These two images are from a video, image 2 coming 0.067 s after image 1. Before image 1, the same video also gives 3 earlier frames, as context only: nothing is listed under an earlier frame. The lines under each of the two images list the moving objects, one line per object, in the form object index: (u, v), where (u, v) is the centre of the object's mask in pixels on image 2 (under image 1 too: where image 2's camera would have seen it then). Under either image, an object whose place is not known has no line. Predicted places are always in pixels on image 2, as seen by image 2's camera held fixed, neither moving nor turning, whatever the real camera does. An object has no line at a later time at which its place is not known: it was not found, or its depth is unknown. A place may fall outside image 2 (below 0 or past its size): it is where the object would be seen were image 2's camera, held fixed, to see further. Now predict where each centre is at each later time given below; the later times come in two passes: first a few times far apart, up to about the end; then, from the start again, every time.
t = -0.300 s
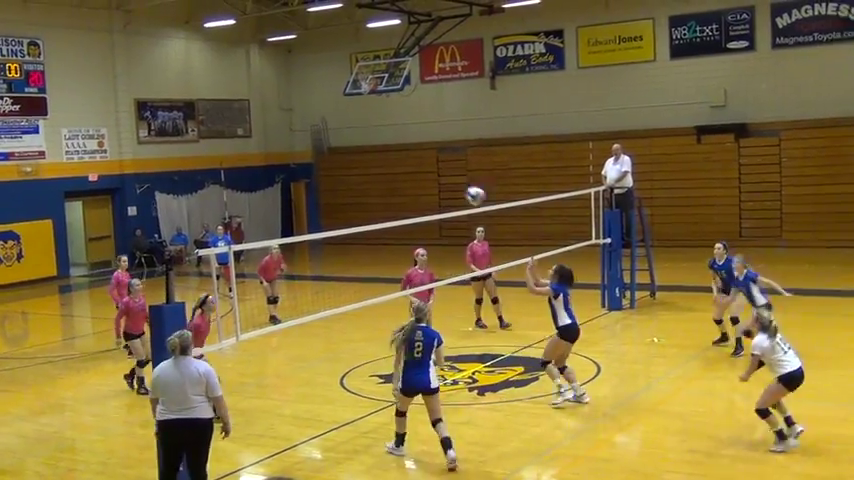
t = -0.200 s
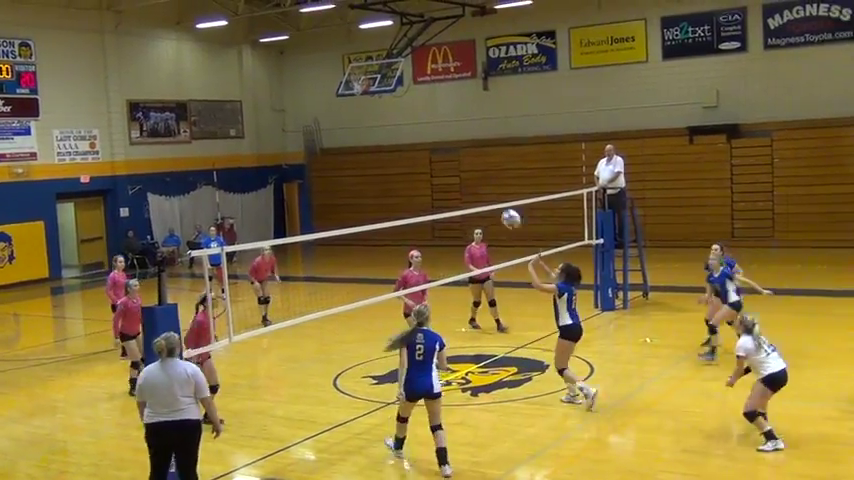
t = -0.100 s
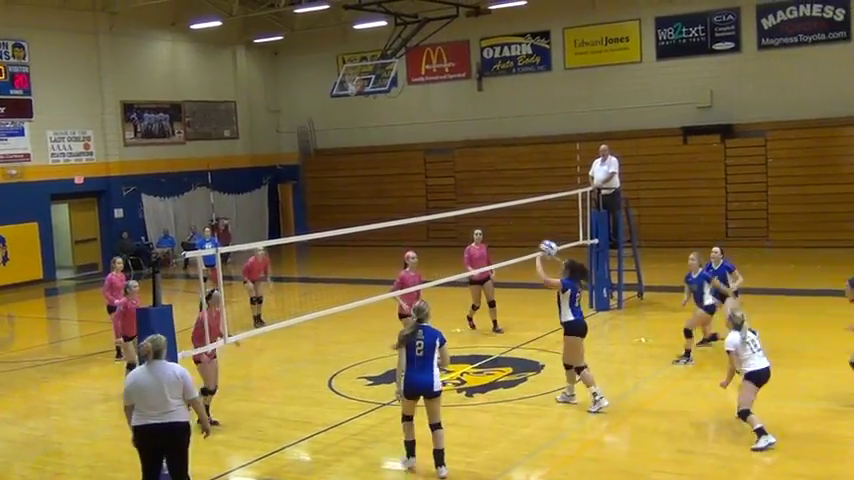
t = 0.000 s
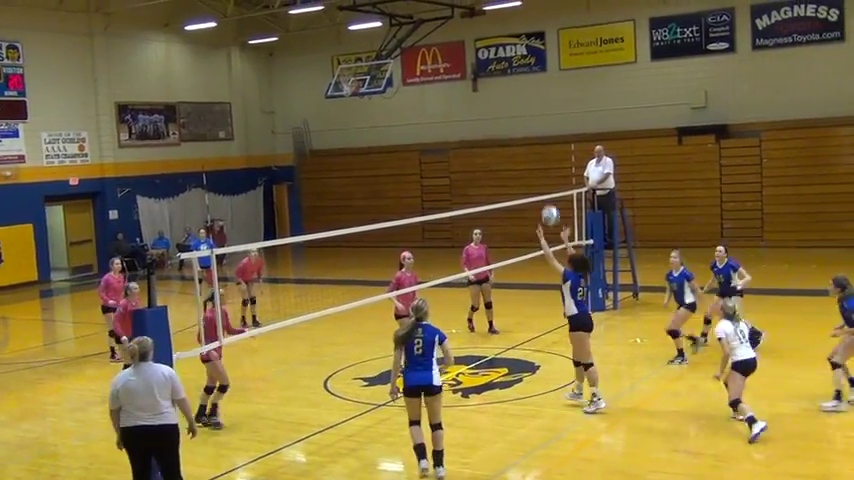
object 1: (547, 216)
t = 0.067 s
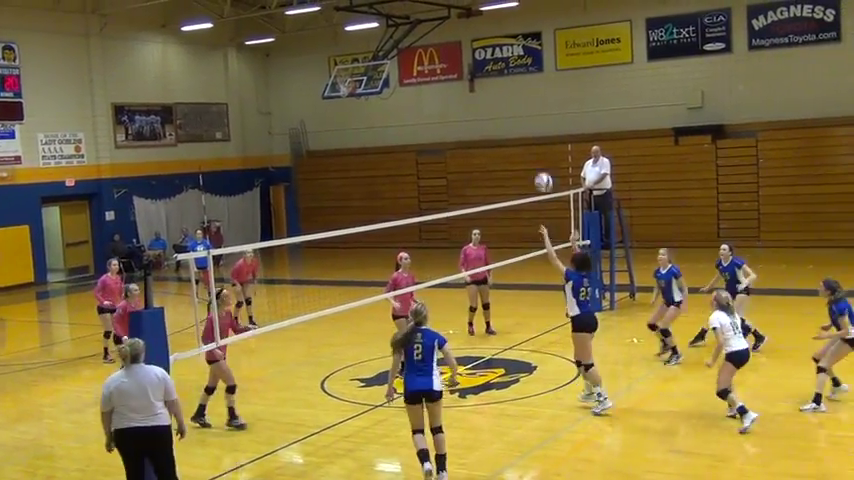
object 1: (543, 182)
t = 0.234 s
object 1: (534, 117)
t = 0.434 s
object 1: (525, 74)
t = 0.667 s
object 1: (520, 64)
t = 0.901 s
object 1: (514, 94)
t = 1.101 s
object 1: (512, 148)
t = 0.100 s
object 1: (541, 167)
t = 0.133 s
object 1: (540, 153)
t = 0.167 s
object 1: (537, 140)
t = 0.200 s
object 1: (536, 128)
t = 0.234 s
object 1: (534, 117)
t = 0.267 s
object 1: (532, 107)
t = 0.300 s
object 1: (530, 98)
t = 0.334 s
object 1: (529, 91)
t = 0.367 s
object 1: (527, 84)
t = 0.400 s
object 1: (527, 78)
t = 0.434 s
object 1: (525, 74)
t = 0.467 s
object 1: (524, 70)
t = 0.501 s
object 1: (523, 67)
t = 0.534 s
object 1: (522, 64)
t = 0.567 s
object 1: (522, 63)
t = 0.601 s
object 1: (521, 63)
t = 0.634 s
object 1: (519, 63)
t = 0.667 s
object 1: (520, 64)
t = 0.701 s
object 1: (518, 66)
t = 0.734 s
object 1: (517, 68)
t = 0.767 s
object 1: (516, 72)
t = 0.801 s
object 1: (516, 77)
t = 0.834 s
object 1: (515, 82)
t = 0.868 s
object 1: (514, 88)
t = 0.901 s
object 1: (514, 94)
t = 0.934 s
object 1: (513, 101)
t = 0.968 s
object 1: (512, 110)
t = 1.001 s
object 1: (512, 118)
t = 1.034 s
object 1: (513, 128)
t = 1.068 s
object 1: (512, 137)
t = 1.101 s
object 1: (512, 148)
